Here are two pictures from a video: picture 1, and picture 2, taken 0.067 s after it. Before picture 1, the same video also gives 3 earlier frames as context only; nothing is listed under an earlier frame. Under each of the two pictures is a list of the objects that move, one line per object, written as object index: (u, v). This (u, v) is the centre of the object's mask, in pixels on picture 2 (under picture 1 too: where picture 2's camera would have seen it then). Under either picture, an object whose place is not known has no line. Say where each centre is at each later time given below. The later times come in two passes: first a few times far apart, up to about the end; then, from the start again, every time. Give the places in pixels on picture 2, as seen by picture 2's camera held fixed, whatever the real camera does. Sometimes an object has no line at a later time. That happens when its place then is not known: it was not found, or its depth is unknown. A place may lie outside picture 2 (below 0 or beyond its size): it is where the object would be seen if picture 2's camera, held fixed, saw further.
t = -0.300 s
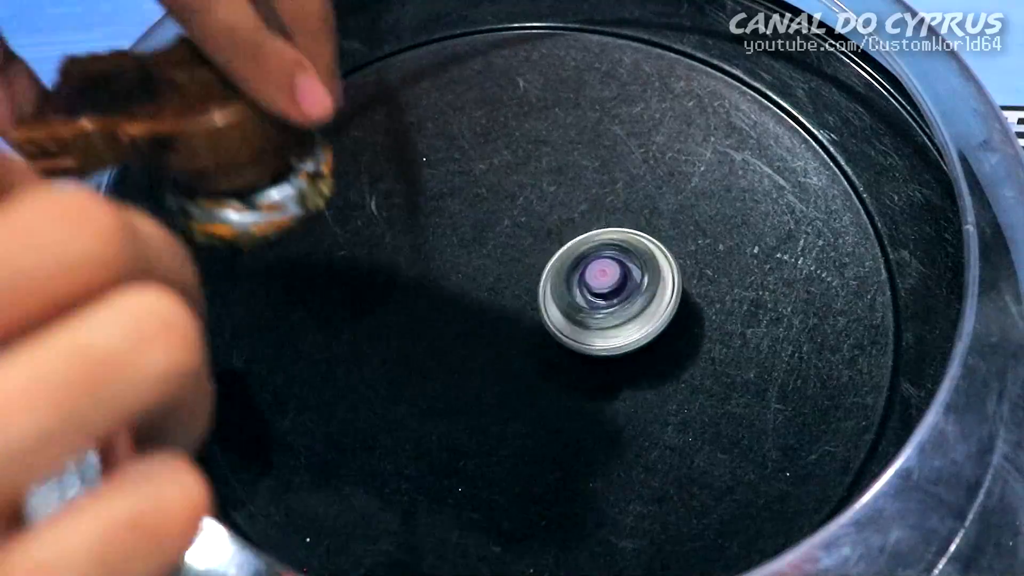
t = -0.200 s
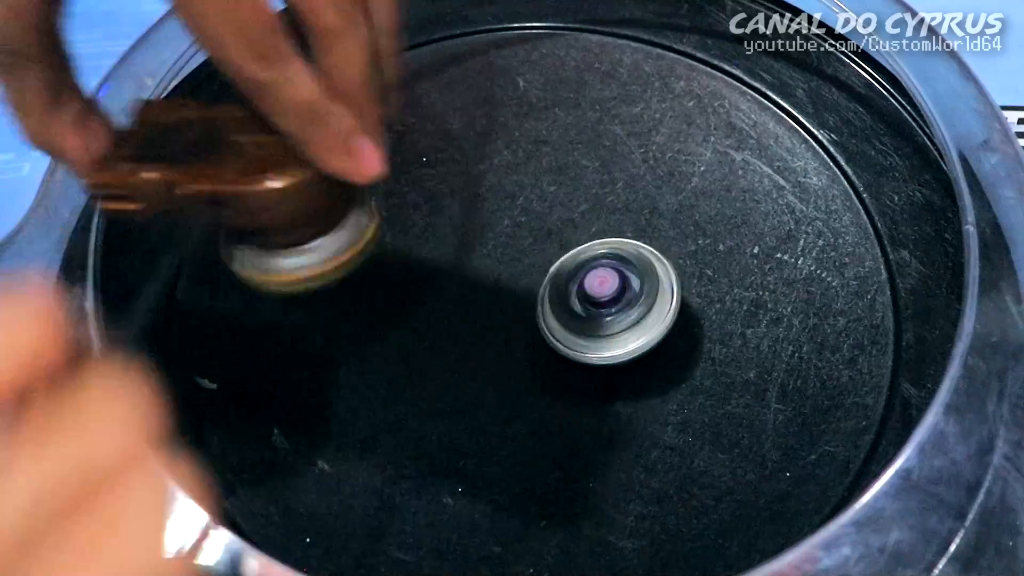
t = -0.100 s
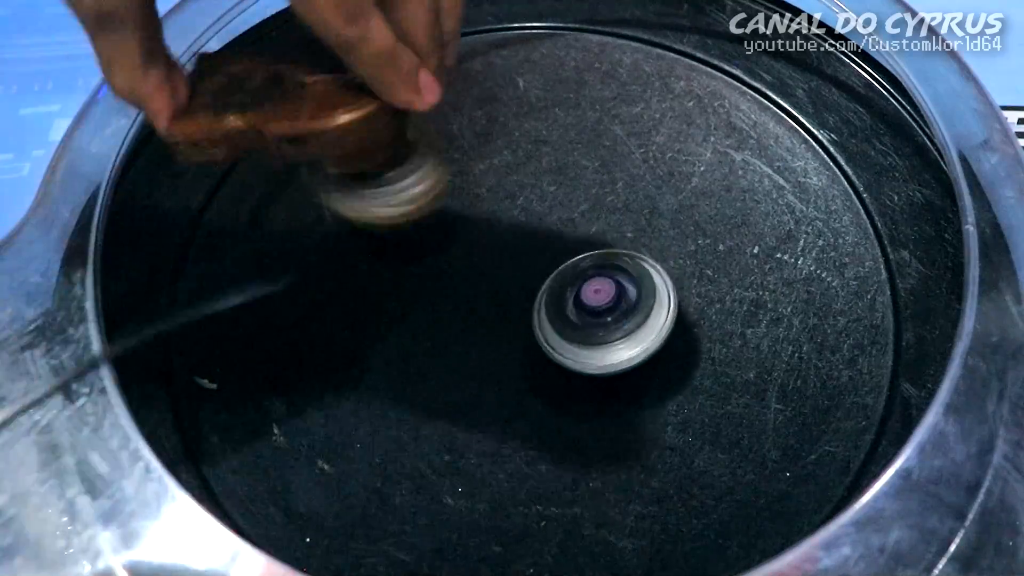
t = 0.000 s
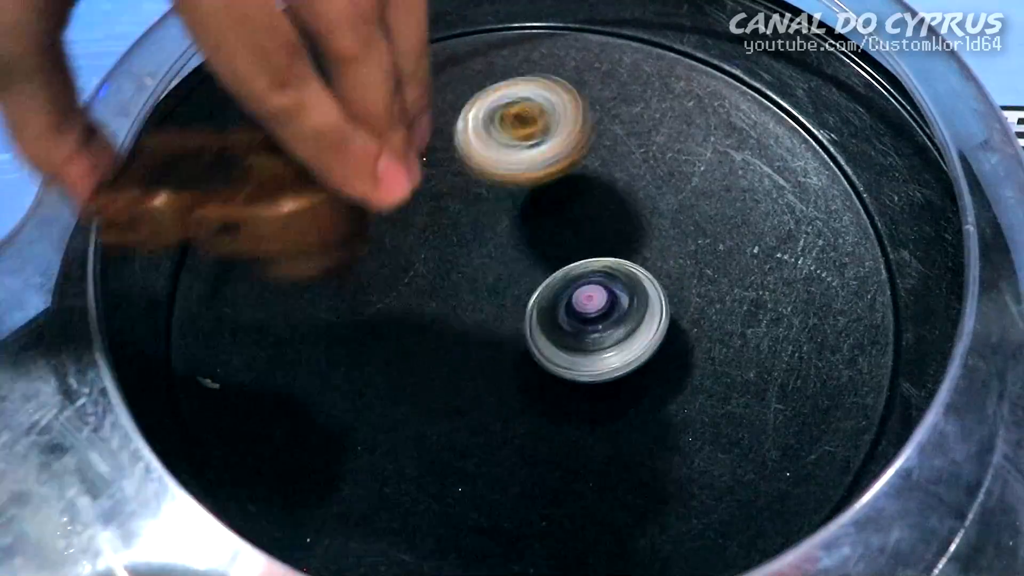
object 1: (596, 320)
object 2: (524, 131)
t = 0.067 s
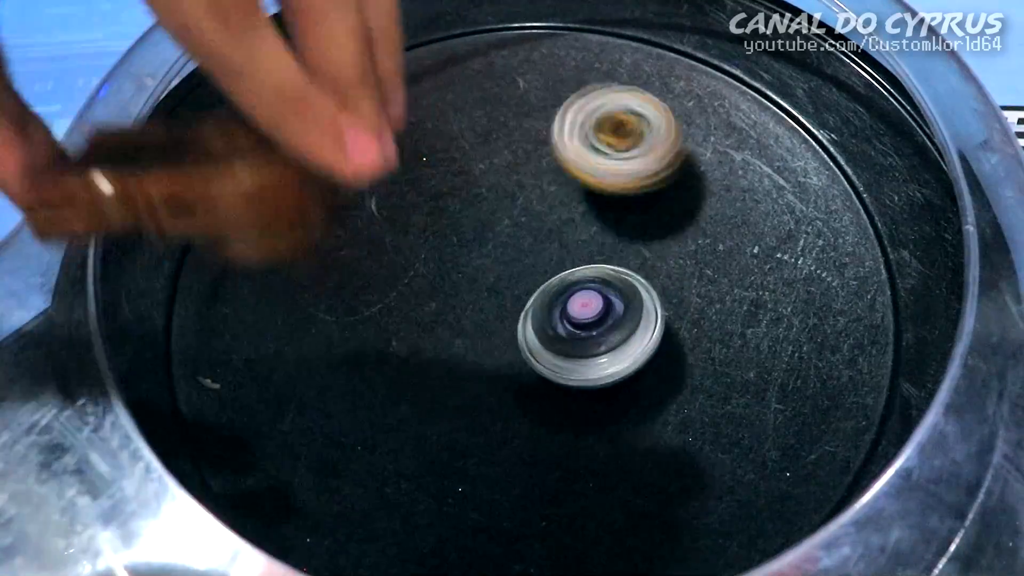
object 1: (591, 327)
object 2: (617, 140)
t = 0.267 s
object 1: (566, 344)
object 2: (774, 179)
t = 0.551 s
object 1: (528, 355)
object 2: (764, 298)
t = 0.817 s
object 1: (490, 351)
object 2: (641, 359)
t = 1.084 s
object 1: (438, 331)
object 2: (605, 363)
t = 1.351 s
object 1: (403, 308)
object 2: (598, 363)
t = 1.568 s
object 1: (400, 294)
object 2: (570, 359)
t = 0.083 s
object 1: (590, 328)
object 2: (638, 143)
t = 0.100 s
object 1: (588, 329)
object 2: (652, 136)
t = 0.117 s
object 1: (585, 332)
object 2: (665, 132)
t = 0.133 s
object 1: (583, 333)
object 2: (679, 133)
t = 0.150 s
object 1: (581, 334)
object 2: (693, 139)
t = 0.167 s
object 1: (580, 335)
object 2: (706, 138)
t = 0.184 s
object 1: (577, 336)
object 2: (719, 142)
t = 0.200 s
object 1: (575, 338)
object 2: (732, 147)
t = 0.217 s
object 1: (573, 338)
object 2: (744, 153)
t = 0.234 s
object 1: (571, 340)
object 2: (755, 161)
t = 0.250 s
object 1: (569, 342)
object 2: (765, 170)
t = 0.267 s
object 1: (566, 344)
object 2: (774, 179)
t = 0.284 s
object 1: (564, 345)
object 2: (781, 188)
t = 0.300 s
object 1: (562, 347)
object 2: (786, 197)
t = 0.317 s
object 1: (560, 348)
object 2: (791, 206)
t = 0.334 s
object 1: (558, 349)
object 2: (793, 214)
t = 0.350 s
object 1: (556, 349)
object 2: (794, 220)
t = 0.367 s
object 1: (553, 350)
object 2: (795, 226)
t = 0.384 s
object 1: (551, 351)
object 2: (795, 232)
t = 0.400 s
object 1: (549, 352)
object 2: (793, 239)
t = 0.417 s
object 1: (546, 353)
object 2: (791, 246)
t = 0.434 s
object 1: (544, 353)
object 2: (788, 254)
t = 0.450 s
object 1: (542, 353)
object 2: (786, 261)
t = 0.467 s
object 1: (540, 354)
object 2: (783, 267)
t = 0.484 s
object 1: (537, 354)
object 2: (780, 274)
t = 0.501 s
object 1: (535, 354)
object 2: (776, 280)
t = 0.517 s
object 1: (533, 354)
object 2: (772, 286)
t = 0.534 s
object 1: (530, 355)
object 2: (768, 292)
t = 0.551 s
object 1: (528, 355)
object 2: (764, 298)
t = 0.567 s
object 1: (525, 354)
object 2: (759, 304)
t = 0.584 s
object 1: (523, 355)
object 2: (754, 310)
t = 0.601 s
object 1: (520, 354)
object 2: (749, 315)
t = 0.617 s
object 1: (518, 354)
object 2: (743, 320)
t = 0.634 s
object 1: (515, 354)
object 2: (736, 326)
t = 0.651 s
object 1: (513, 354)
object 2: (730, 330)
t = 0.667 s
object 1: (510, 354)
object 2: (723, 335)
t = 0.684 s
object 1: (508, 354)
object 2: (714, 339)
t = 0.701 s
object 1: (505, 353)
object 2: (706, 343)
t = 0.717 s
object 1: (503, 353)
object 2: (698, 346)
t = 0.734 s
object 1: (501, 353)
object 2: (689, 349)
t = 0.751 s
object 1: (498, 352)
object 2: (680, 352)
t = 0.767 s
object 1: (496, 352)
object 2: (670, 354)
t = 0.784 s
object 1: (494, 352)
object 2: (661, 356)
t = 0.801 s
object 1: (492, 351)
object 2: (652, 357)
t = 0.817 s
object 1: (490, 351)
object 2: (641, 359)
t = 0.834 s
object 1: (487, 351)
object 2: (633, 359)
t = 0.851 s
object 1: (479, 348)
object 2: (636, 361)
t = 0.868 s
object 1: (471, 347)
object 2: (641, 363)
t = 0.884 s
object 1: (466, 346)
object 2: (643, 364)
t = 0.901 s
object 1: (462, 344)
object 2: (644, 363)
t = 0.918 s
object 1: (459, 343)
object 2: (643, 363)
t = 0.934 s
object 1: (456, 341)
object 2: (642, 362)
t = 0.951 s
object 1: (454, 340)
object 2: (640, 362)
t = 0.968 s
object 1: (452, 339)
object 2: (637, 362)
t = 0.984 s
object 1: (450, 338)
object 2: (633, 362)
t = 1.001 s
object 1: (448, 337)
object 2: (629, 362)
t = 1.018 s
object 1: (446, 336)
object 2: (625, 362)
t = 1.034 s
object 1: (444, 335)
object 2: (620, 363)
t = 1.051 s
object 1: (442, 333)
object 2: (616, 363)
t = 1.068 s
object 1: (440, 332)
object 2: (610, 363)
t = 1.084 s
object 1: (438, 331)
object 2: (605, 363)
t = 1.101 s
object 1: (437, 330)
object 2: (600, 363)
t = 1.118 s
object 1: (435, 329)
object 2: (594, 363)
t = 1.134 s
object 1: (434, 328)
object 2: (588, 362)
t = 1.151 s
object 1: (432, 327)
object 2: (582, 361)
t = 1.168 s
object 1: (431, 326)
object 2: (576, 361)
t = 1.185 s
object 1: (429, 324)
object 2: (570, 361)
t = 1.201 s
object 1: (426, 322)
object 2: (570, 361)
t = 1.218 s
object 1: (419, 320)
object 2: (579, 363)
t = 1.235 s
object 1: (415, 318)
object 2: (586, 364)
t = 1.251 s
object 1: (412, 316)
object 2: (593, 365)
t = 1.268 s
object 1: (410, 314)
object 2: (597, 366)
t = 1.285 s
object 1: (408, 313)
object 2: (601, 365)
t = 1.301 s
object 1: (407, 311)
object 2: (602, 364)
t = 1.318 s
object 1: (405, 310)
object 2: (601, 364)
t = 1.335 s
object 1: (404, 309)
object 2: (600, 363)
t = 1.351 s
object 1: (403, 308)
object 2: (598, 363)
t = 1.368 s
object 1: (403, 307)
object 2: (596, 363)
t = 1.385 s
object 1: (402, 306)
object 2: (594, 363)
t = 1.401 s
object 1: (401, 304)
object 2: (592, 363)
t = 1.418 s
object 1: (401, 303)
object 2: (590, 363)
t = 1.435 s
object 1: (401, 302)
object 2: (587, 363)
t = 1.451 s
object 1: (401, 301)
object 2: (585, 363)
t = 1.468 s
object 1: (400, 300)
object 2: (583, 362)
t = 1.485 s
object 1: (400, 299)
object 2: (581, 362)
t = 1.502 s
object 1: (400, 298)
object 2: (579, 361)
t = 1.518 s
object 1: (400, 297)
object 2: (576, 361)
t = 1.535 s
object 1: (400, 296)
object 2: (574, 360)
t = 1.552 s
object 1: (400, 295)
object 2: (573, 359)
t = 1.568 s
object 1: (400, 294)
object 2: (570, 359)
